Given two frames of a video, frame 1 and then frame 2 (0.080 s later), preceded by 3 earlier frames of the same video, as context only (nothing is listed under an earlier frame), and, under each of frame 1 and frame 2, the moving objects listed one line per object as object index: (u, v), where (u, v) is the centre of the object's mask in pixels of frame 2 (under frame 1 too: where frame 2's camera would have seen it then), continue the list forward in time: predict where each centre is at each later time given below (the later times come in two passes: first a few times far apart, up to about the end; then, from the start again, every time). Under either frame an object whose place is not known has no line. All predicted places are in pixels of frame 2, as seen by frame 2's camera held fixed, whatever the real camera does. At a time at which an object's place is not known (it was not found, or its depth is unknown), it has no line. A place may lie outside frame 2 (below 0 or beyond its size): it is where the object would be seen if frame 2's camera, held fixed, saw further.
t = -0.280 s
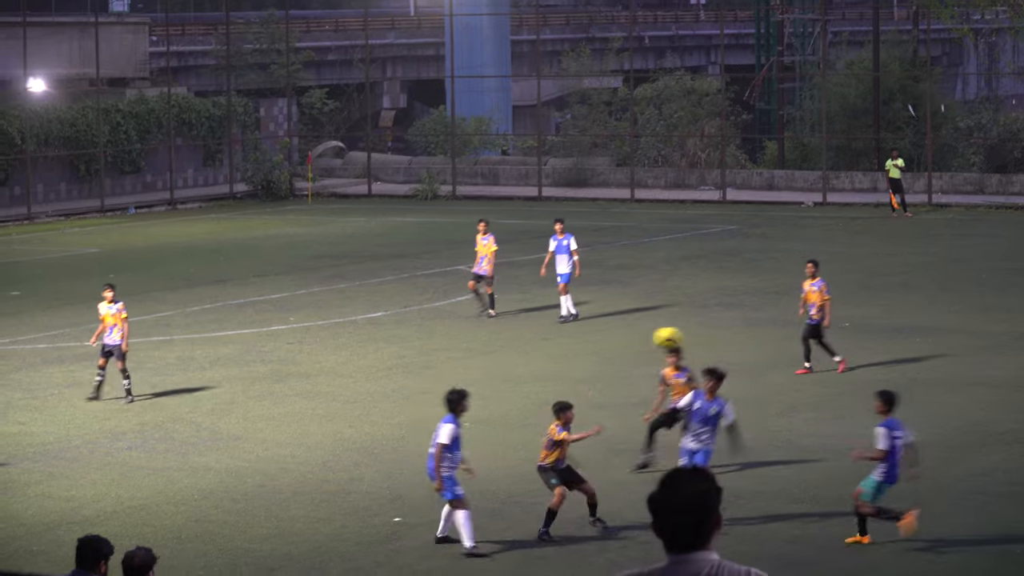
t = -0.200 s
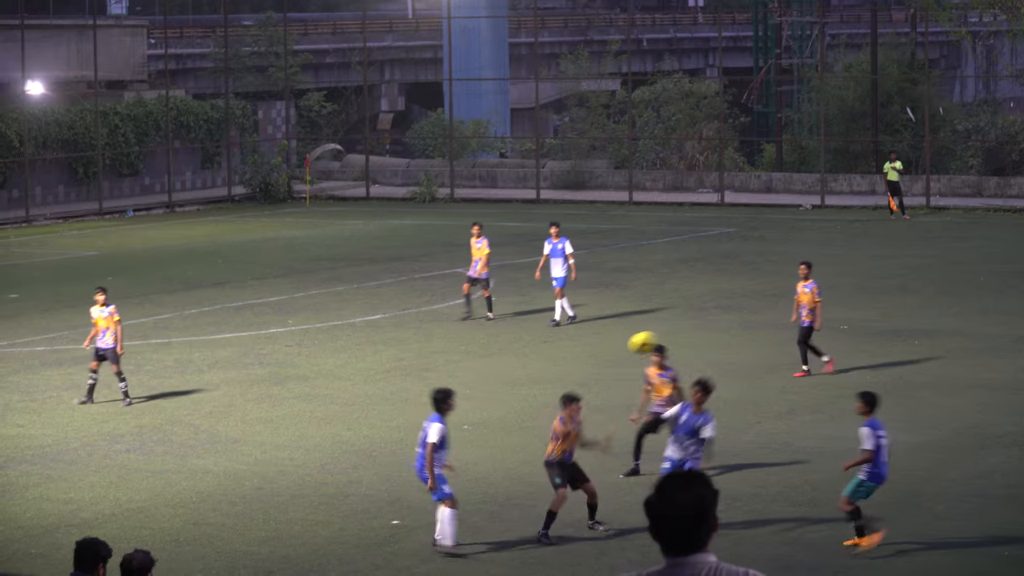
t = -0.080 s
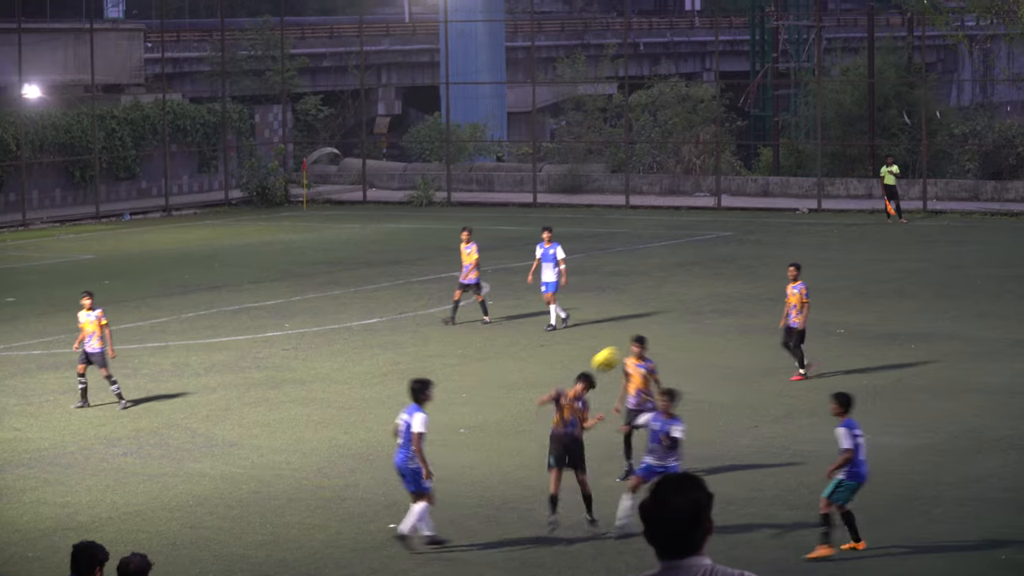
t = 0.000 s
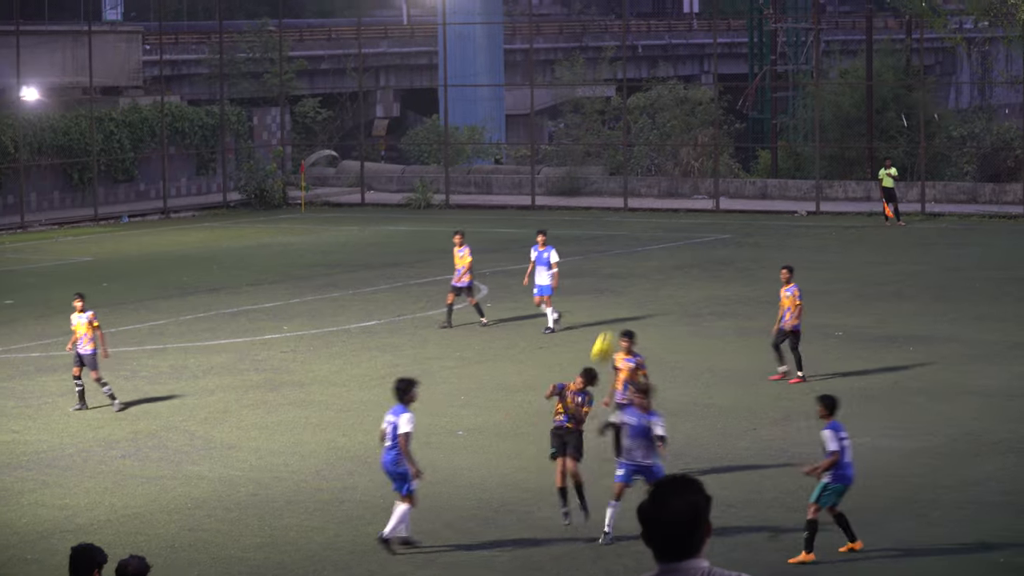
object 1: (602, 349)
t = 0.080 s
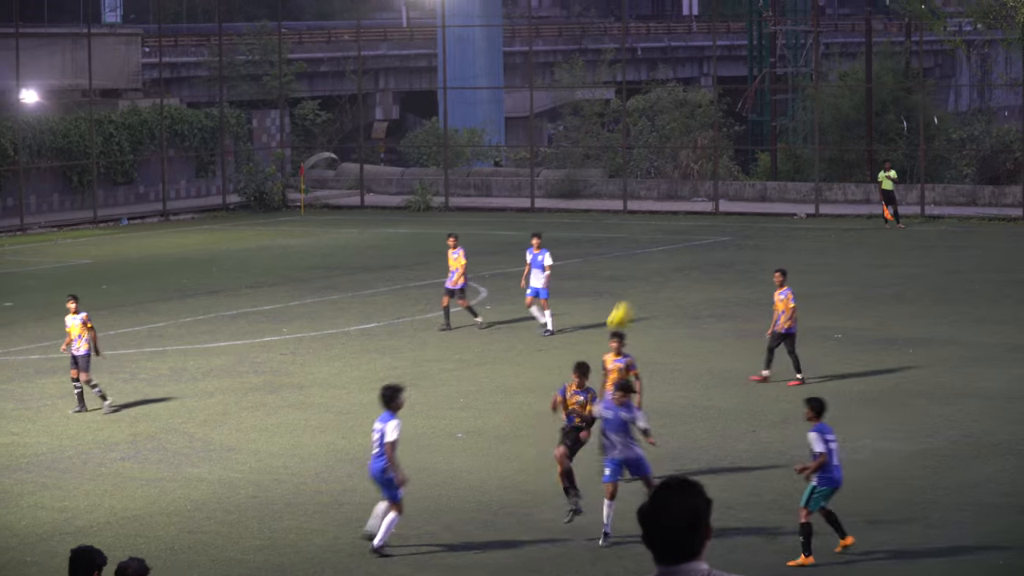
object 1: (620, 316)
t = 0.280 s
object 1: (661, 258)
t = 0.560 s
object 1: (720, 240)
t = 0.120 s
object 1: (628, 301)
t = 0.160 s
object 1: (636, 288)
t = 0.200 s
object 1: (645, 277)
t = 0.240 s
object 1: (653, 266)
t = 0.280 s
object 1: (661, 258)
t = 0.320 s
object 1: (669, 252)
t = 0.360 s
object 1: (678, 246)
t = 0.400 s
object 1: (686, 242)
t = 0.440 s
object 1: (695, 239)
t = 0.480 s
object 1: (703, 238)
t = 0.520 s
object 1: (712, 239)
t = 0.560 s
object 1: (720, 240)
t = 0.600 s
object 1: (728, 244)
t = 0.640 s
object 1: (737, 250)
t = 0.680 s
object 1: (746, 256)
